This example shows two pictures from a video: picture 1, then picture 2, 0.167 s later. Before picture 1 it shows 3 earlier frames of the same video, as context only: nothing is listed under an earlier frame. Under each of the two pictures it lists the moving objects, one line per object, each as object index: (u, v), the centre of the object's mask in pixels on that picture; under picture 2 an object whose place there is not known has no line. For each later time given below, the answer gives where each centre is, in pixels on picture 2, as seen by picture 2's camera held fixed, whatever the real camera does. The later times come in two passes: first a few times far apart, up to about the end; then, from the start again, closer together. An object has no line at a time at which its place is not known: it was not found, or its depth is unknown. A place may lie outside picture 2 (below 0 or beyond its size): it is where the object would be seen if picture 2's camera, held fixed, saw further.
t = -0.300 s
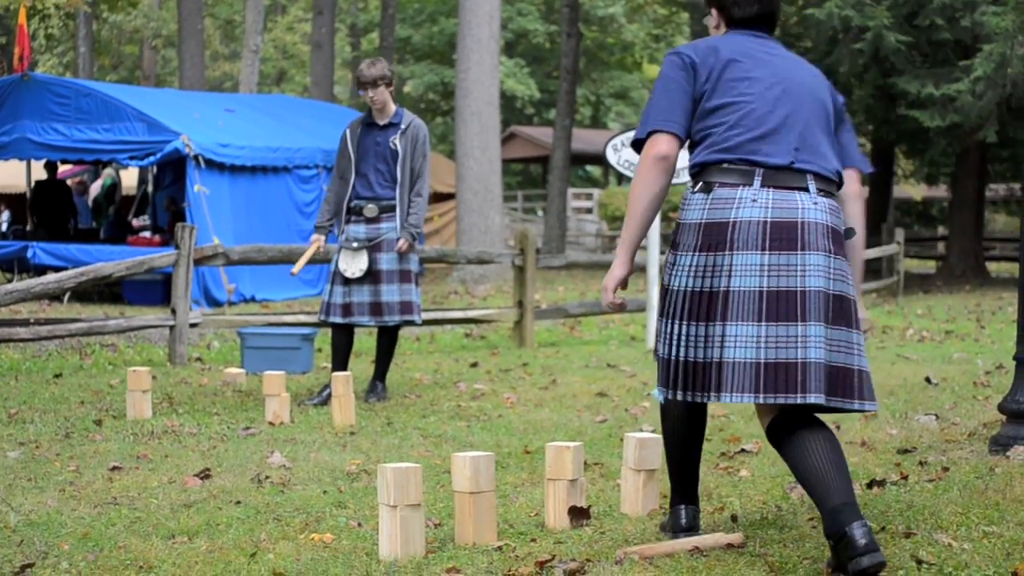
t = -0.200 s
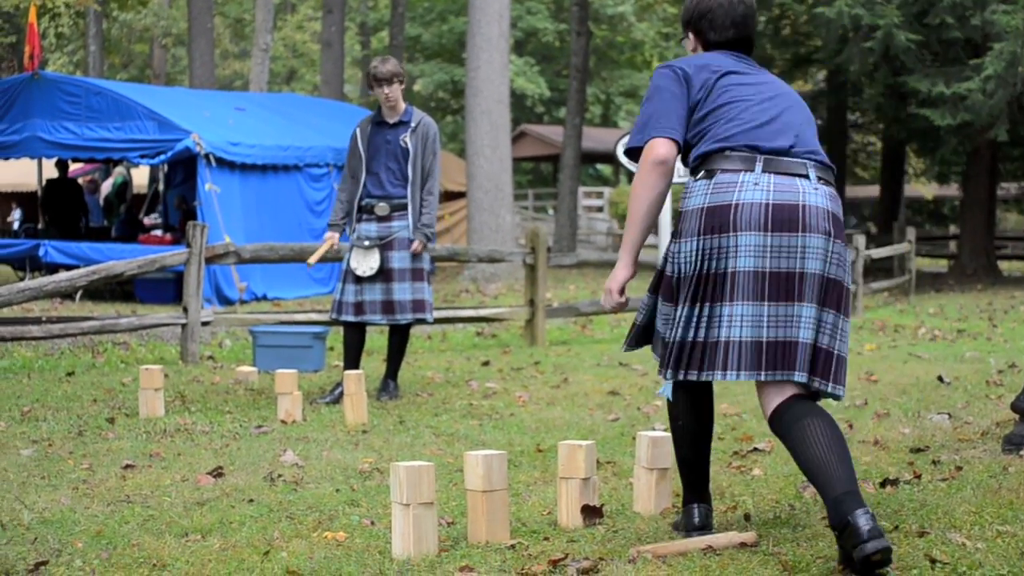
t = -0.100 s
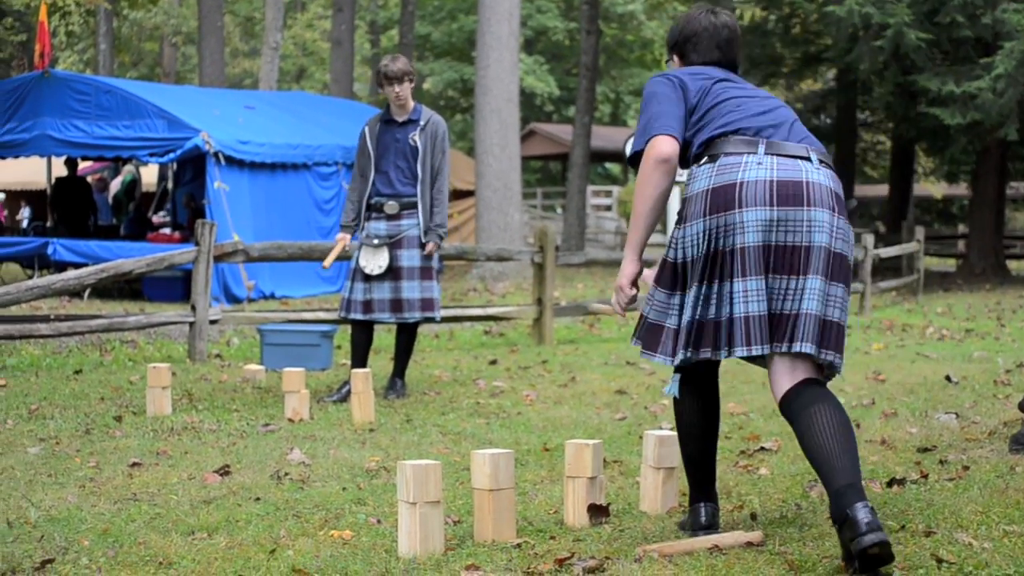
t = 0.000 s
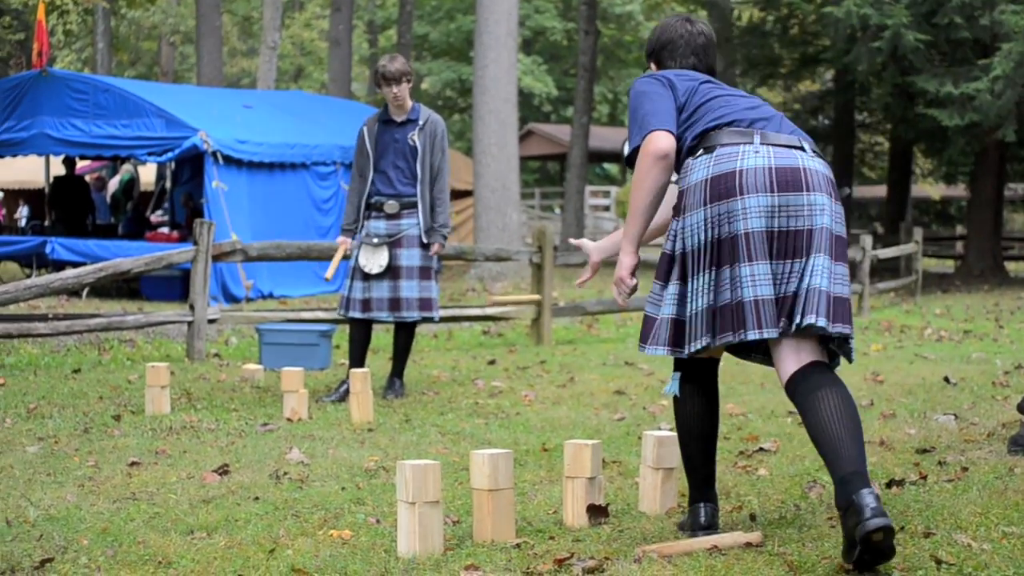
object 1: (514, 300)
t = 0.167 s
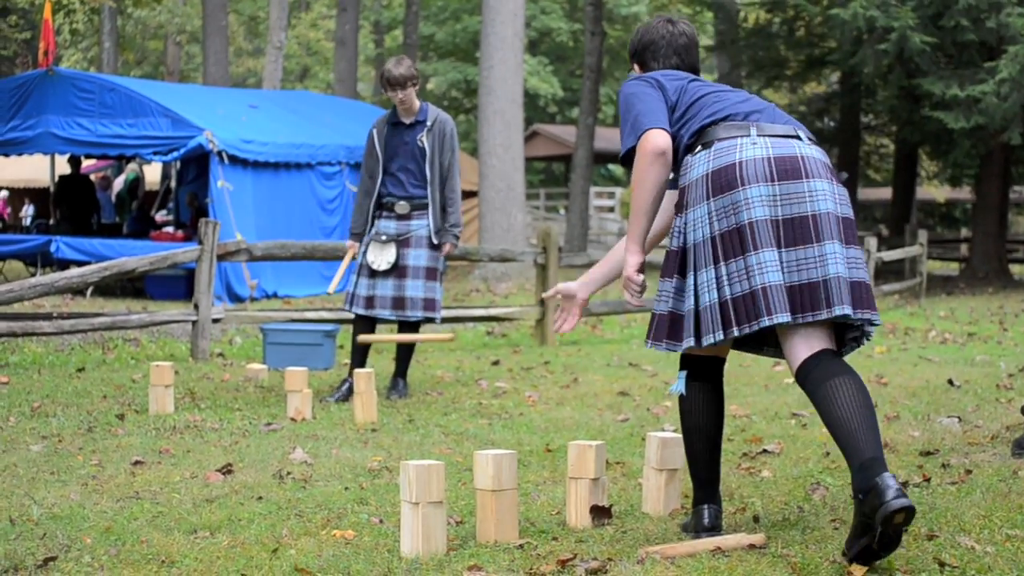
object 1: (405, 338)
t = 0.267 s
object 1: (350, 385)
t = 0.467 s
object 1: (331, 415)
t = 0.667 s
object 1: (333, 418)
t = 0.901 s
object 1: (333, 419)
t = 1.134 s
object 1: (333, 419)
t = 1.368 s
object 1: (333, 418)
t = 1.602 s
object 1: (334, 419)
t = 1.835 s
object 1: (333, 419)
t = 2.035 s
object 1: (333, 419)
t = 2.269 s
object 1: (333, 419)
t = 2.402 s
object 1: (333, 419)
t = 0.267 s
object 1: (350, 385)
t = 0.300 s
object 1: (334, 396)
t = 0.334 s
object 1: (338, 407)
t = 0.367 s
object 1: (337, 414)
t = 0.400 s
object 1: (335, 415)
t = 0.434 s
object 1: (331, 414)
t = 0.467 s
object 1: (331, 415)
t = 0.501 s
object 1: (331, 417)
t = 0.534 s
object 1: (335, 419)
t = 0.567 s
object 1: (335, 419)
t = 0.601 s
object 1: (334, 418)
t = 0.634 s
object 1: (333, 418)
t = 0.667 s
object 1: (333, 418)
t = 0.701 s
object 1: (333, 419)
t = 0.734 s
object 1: (332, 418)
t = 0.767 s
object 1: (331, 418)
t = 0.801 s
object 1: (333, 418)
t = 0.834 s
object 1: (333, 419)
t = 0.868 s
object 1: (334, 419)
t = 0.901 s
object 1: (333, 419)
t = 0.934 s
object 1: (334, 419)
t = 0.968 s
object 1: (333, 418)
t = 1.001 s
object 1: (333, 418)
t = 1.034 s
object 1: (333, 418)
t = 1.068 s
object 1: (334, 419)
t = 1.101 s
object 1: (334, 419)
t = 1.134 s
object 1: (333, 419)
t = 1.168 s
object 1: (334, 419)
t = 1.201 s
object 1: (333, 419)
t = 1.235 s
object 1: (334, 419)
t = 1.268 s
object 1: (333, 419)
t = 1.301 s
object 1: (333, 419)
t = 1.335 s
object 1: (333, 419)
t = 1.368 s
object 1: (333, 418)
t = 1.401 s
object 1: (334, 419)
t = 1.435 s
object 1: (333, 419)
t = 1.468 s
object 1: (334, 419)
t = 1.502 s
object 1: (334, 419)
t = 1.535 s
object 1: (333, 419)
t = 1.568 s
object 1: (333, 419)
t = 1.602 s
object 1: (334, 419)
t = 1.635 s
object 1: (334, 419)
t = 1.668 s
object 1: (334, 419)
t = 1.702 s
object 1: (334, 419)
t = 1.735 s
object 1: (334, 419)
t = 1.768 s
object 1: (333, 419)
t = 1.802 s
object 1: (334, 419)
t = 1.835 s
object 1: (333, 419)
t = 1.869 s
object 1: (333, 419)
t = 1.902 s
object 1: (333, 419)
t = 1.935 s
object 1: (333, 419)
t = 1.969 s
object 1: (333, 419)
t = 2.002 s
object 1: (333, 419)
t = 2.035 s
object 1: (333, 419)
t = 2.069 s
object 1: (333, 419)
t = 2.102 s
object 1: (333, 419)
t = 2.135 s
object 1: (333, 419)
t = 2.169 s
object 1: (333, 419)
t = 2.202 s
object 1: (334, 419)
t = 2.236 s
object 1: (333, 419)
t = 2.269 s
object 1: (333, 419)
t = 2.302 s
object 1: (333, 419)
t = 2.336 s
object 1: (334, 419)
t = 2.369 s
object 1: (334, 419)
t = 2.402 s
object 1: (333, 419)
